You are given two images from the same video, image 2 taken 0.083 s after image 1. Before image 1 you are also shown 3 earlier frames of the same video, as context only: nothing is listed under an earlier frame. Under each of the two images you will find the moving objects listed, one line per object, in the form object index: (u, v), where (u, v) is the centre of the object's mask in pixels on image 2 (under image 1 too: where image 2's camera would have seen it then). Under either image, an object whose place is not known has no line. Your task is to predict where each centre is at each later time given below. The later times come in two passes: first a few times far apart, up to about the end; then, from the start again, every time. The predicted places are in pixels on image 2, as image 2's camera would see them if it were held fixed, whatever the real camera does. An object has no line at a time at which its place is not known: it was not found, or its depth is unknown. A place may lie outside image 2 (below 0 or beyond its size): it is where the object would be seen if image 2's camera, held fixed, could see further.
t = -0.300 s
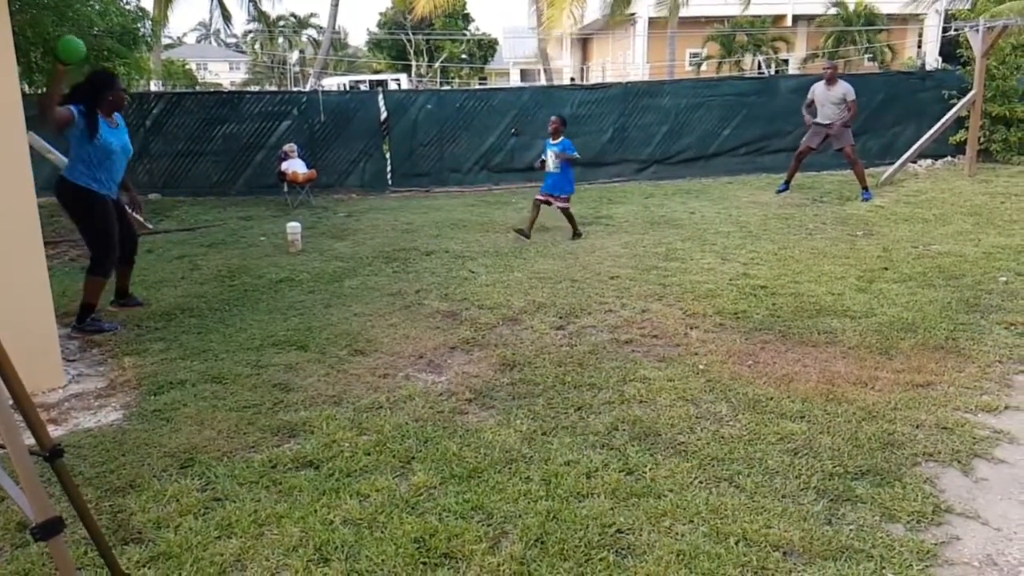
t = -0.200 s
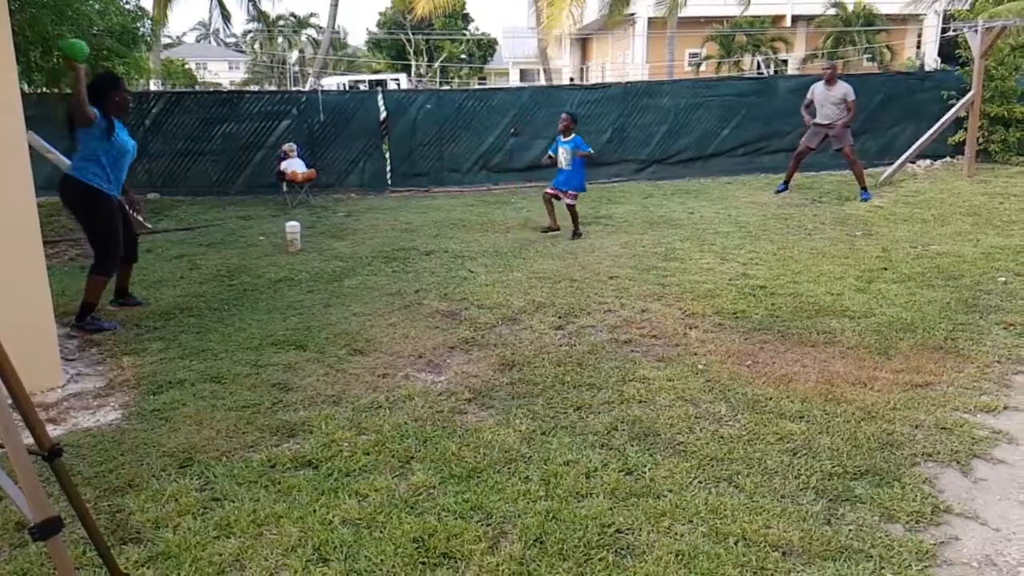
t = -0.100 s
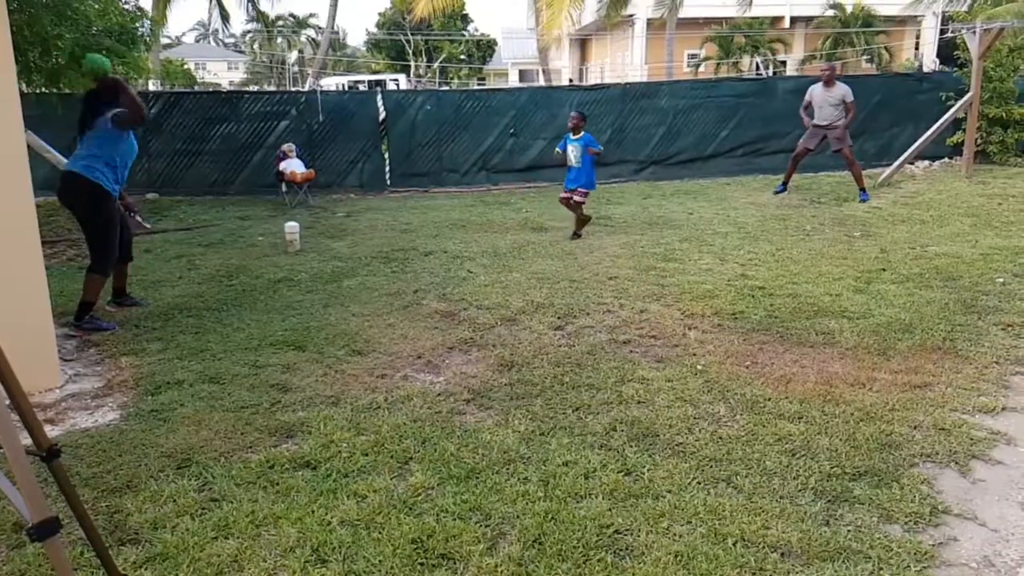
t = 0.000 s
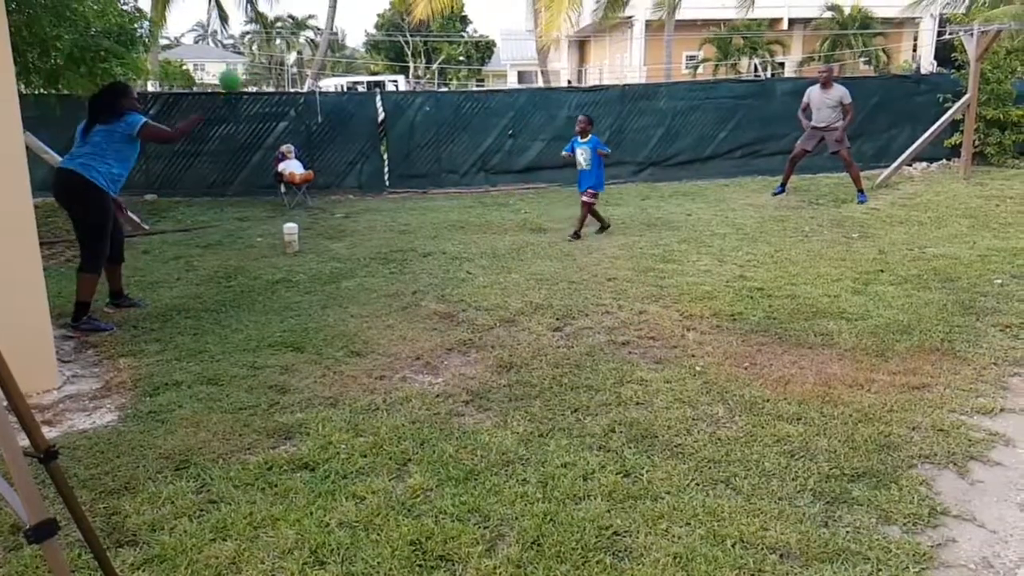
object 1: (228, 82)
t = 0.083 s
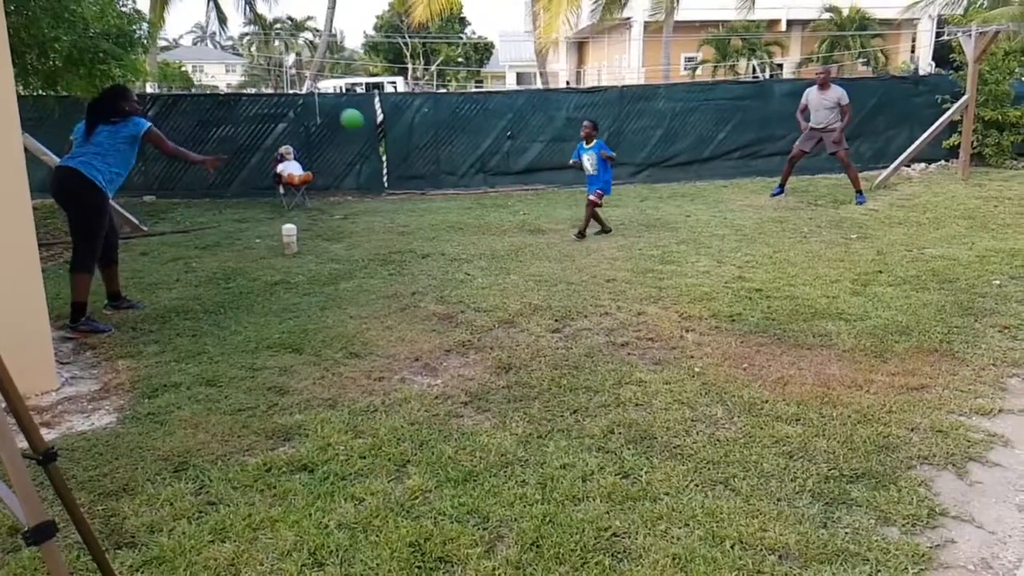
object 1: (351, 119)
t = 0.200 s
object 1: (479, 169)
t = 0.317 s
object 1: (575, 219)
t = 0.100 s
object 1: (372, 126)
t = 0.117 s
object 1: (392, 134)
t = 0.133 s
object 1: (411, 141)
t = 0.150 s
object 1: (430, 149)
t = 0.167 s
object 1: (447, 156)
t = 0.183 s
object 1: (463, 162)
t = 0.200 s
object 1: (479, 169)
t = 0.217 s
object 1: (495, 176)
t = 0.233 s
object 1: (509, 182)
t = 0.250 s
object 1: (523, 191)
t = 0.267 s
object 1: (537, 196)
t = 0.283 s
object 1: (550, 206)
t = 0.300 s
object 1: (564, 212)
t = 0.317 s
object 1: (575, 219)
